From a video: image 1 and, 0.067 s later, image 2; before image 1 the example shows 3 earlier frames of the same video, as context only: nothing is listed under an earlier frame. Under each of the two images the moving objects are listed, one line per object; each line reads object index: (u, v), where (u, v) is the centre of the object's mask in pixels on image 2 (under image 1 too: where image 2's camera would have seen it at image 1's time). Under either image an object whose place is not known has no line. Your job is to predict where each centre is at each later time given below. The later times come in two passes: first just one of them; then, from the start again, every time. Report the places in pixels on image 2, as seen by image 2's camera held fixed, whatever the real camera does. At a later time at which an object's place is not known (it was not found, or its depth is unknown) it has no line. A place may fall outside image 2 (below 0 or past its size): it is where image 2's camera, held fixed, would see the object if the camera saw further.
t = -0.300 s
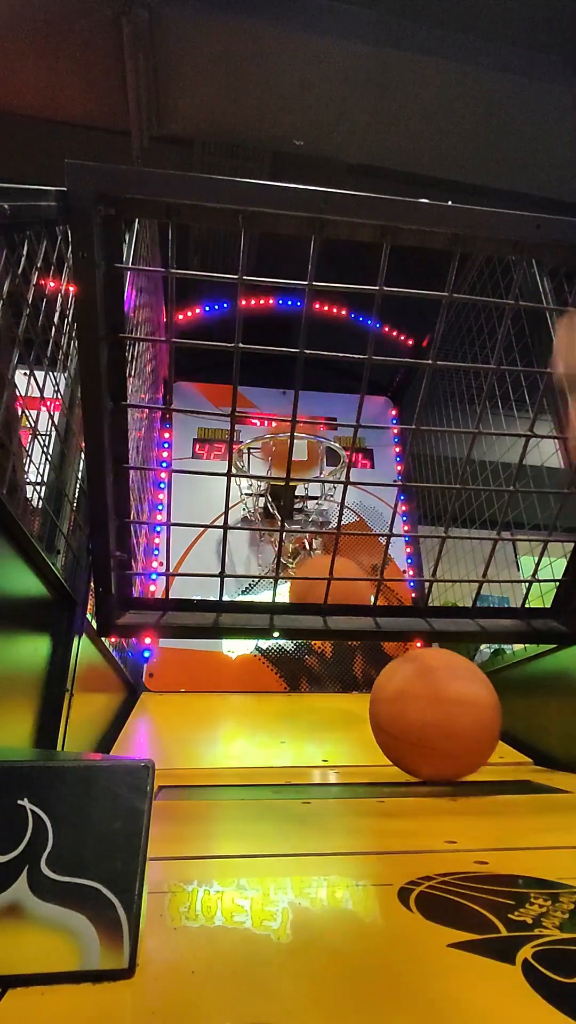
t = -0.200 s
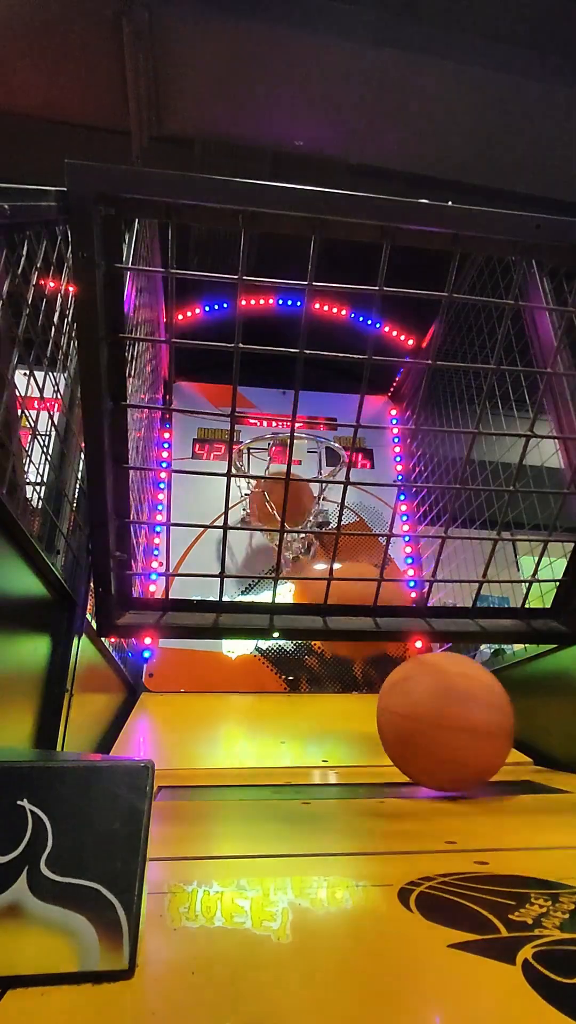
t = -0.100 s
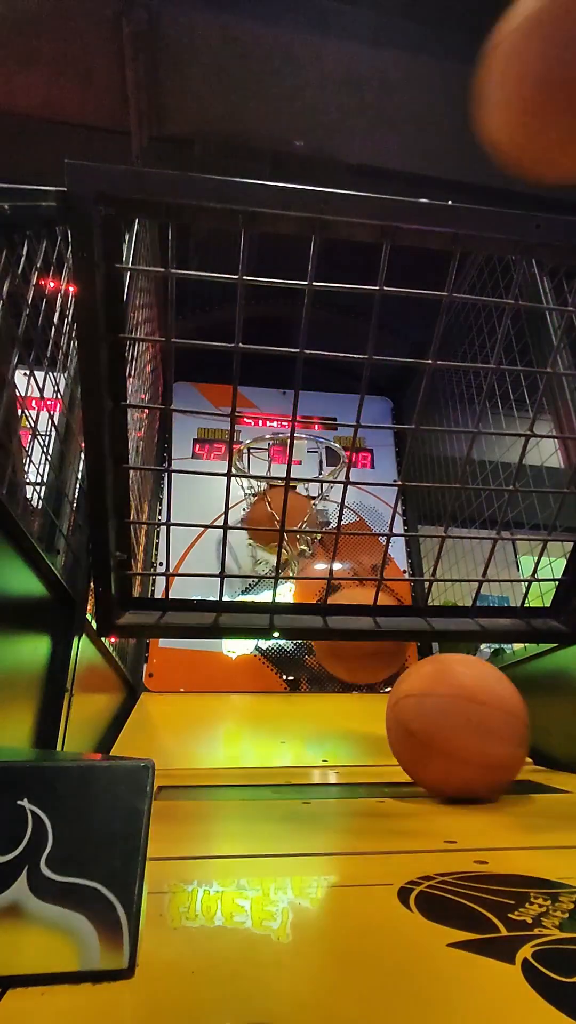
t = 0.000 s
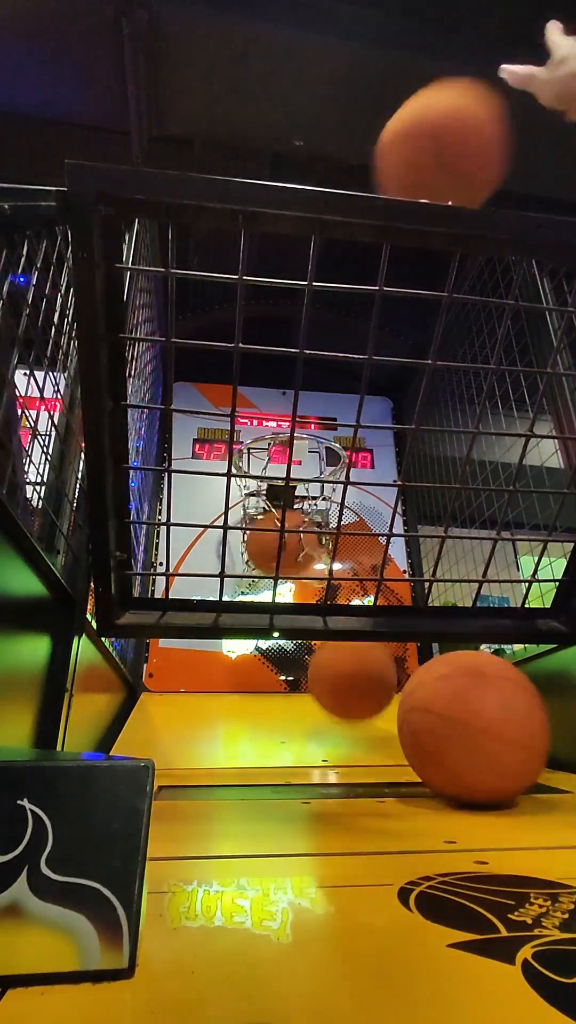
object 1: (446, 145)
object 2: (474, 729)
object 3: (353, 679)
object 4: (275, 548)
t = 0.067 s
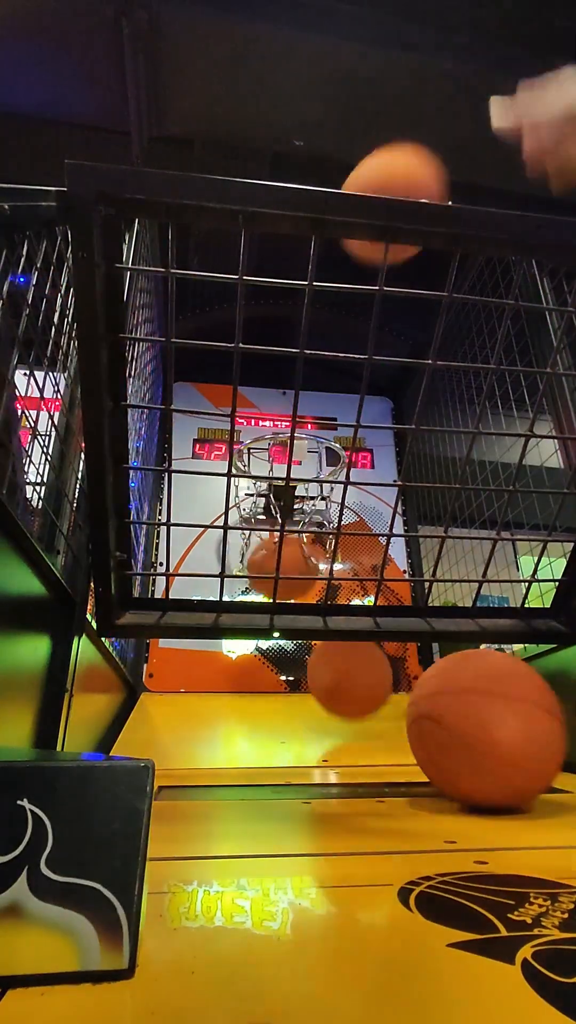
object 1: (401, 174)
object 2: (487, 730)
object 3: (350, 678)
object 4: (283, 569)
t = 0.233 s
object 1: (320, 330)
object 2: (513, 732)
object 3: (367, 678)
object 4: (269, 677)
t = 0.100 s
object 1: (365, 260)
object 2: (494, 731)
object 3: (349, 671)
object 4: (287, 576)
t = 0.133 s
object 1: (355, 271)
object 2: (500, 731)
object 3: (349, 667)
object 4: (290, 589)
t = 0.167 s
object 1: (343, 281)
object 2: (505, 732)
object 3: (350, 666)
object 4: (282, 654)
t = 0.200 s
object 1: (338, 304)
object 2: (509, 733)
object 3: (358, 670)
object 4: (277, 663)
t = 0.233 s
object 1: (320, 330)
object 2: (513, 732)
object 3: (367, 678)
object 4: (269, 677)
